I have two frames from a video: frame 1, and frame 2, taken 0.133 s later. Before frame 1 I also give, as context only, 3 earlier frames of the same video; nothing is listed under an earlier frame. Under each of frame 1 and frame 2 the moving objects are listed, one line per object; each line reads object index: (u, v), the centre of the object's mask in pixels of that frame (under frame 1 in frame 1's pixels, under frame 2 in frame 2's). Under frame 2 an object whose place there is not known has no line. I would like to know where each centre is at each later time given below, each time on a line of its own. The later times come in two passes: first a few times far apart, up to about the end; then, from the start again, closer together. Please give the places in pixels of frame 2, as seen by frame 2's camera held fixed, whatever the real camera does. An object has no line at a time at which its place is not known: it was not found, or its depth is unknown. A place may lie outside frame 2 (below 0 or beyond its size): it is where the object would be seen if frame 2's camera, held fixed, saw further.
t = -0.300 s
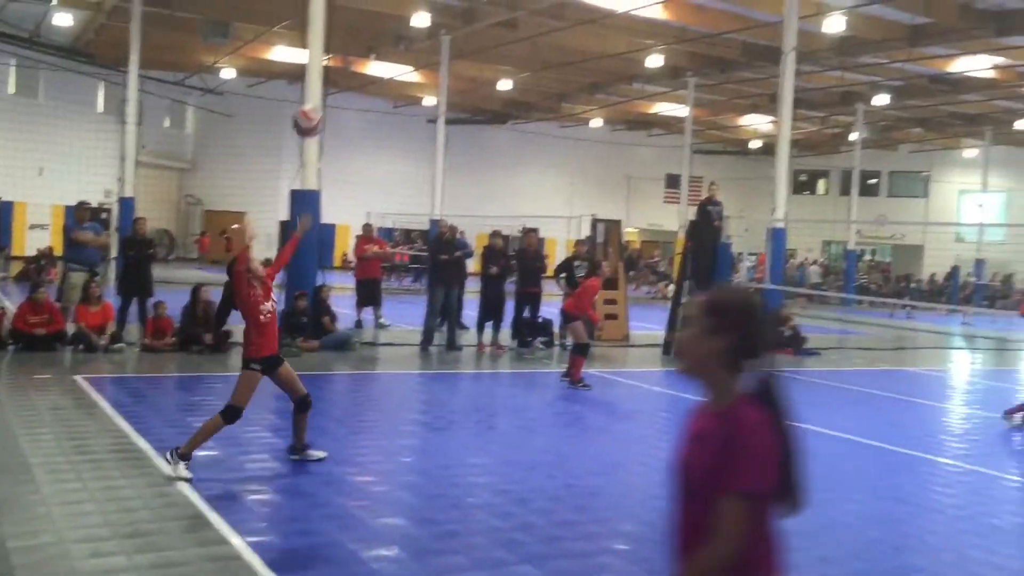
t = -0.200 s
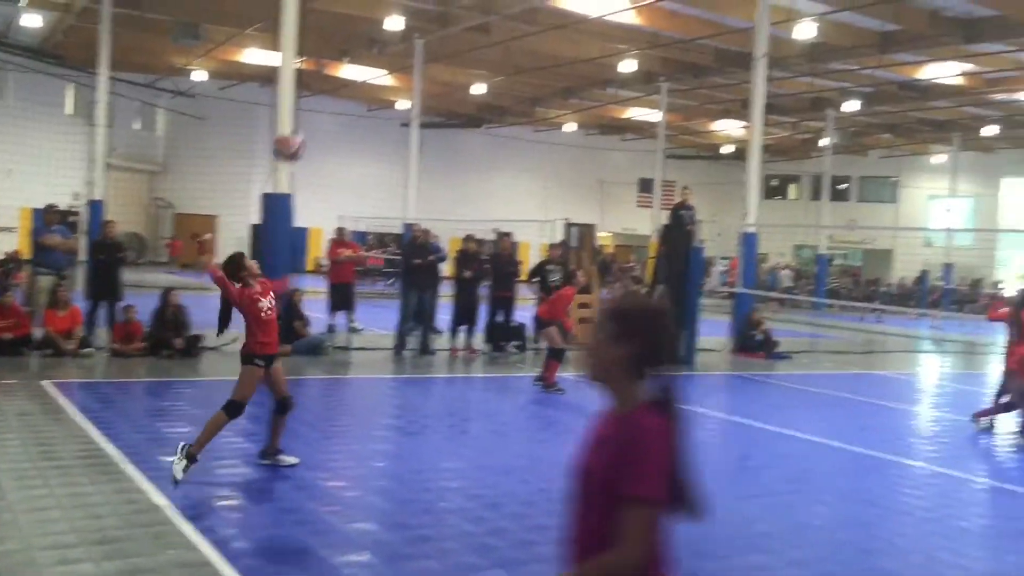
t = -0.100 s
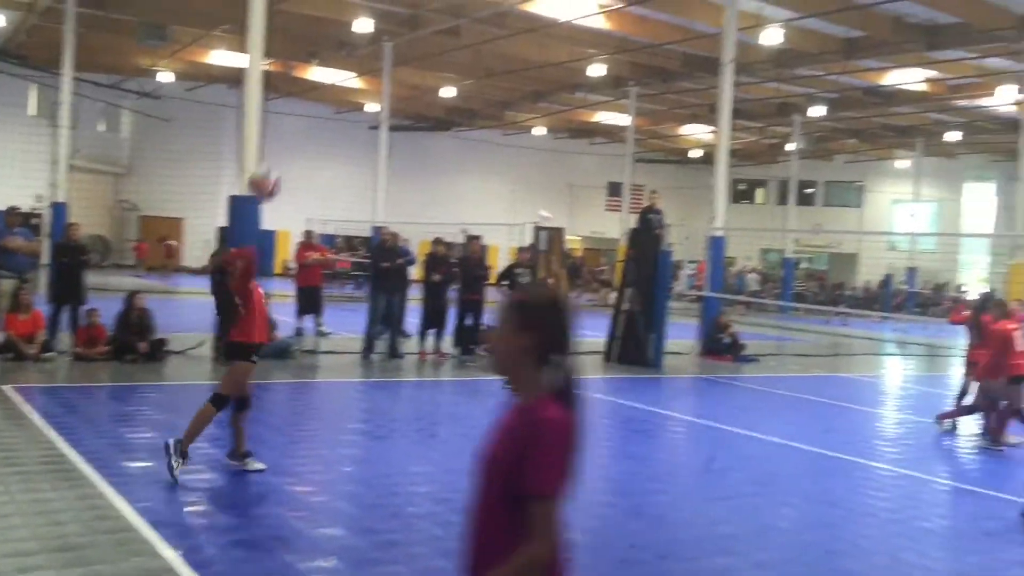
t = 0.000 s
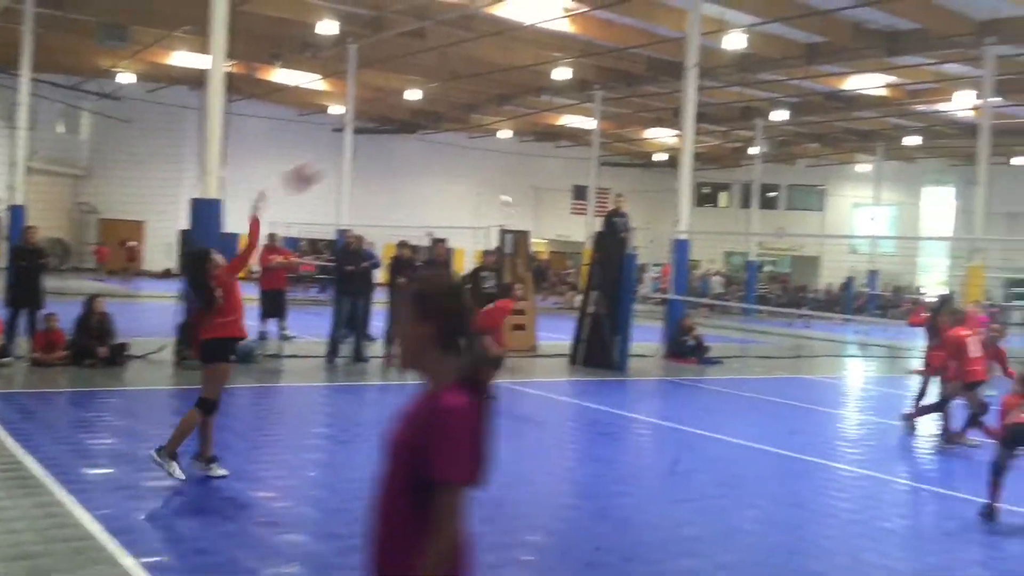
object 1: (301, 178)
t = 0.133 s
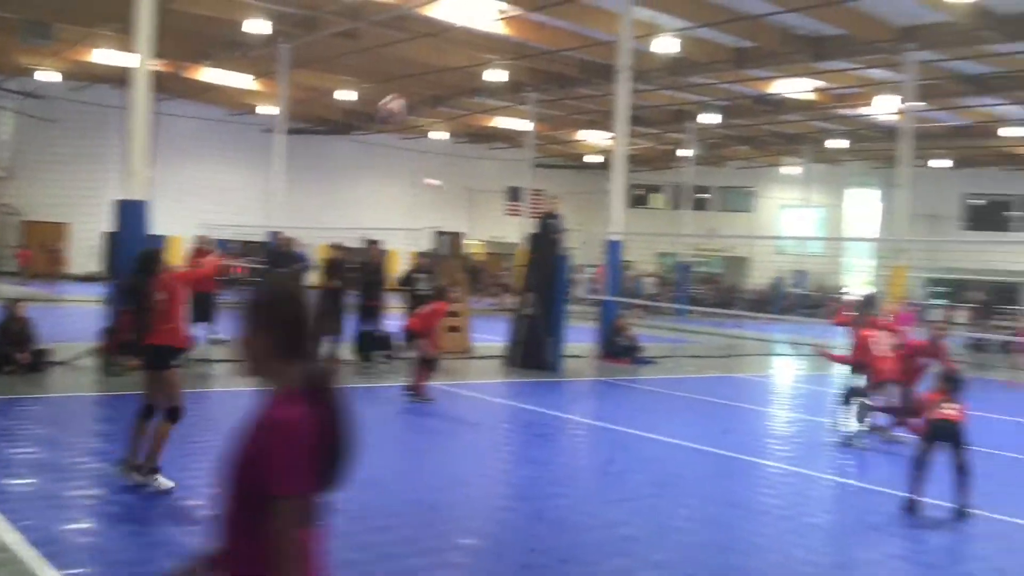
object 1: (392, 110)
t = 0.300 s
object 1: (537, 75)
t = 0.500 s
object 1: (657, 82)
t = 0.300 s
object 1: (537, 75)
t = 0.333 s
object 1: (560, 74)
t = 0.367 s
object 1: (582, 74)
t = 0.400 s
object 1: (603, 73)
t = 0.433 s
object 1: (623, 77)
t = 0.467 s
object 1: (641, 79)
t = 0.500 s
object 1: (657, 82)
